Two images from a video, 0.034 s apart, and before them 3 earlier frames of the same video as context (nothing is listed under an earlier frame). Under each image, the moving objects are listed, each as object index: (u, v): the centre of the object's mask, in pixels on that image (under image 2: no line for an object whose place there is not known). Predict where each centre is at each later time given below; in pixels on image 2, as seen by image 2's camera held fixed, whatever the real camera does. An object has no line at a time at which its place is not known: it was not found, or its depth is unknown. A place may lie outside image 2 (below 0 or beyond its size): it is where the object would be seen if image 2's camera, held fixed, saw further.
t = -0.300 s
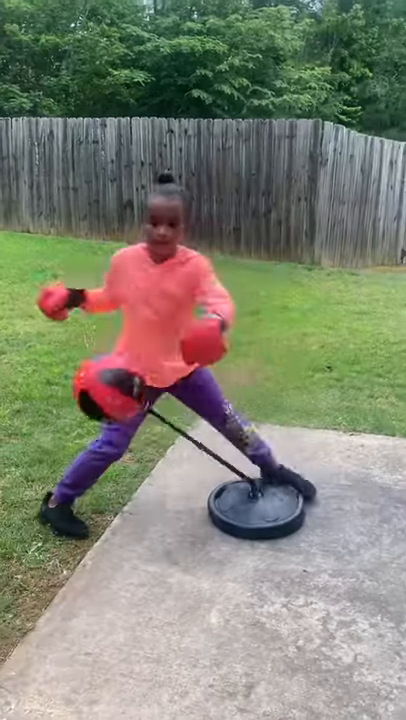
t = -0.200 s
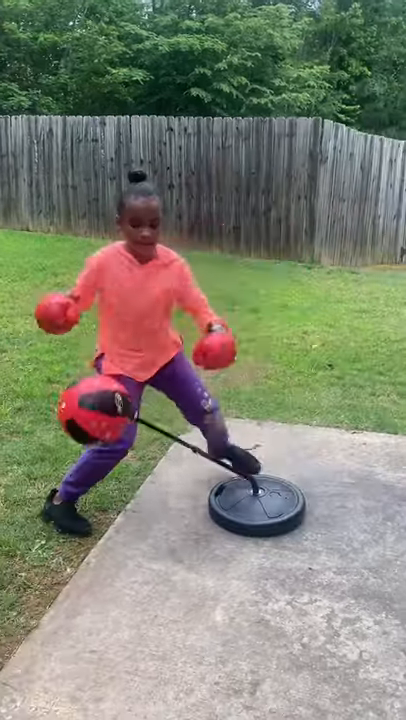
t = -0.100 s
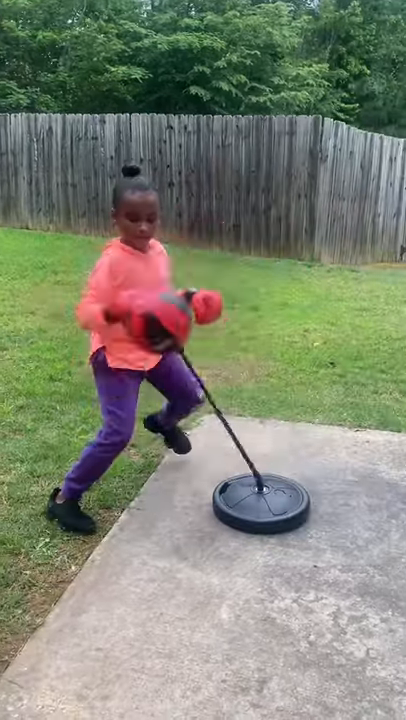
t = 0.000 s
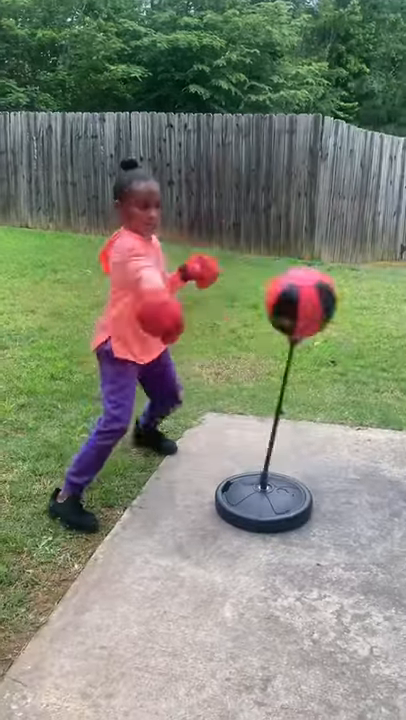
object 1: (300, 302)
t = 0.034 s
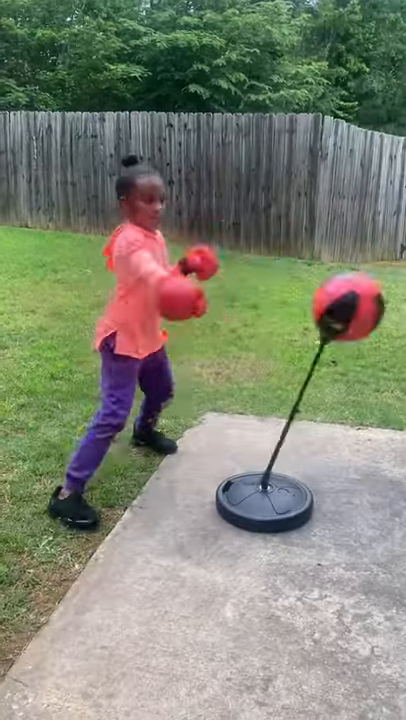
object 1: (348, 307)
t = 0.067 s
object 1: (379, 314)
